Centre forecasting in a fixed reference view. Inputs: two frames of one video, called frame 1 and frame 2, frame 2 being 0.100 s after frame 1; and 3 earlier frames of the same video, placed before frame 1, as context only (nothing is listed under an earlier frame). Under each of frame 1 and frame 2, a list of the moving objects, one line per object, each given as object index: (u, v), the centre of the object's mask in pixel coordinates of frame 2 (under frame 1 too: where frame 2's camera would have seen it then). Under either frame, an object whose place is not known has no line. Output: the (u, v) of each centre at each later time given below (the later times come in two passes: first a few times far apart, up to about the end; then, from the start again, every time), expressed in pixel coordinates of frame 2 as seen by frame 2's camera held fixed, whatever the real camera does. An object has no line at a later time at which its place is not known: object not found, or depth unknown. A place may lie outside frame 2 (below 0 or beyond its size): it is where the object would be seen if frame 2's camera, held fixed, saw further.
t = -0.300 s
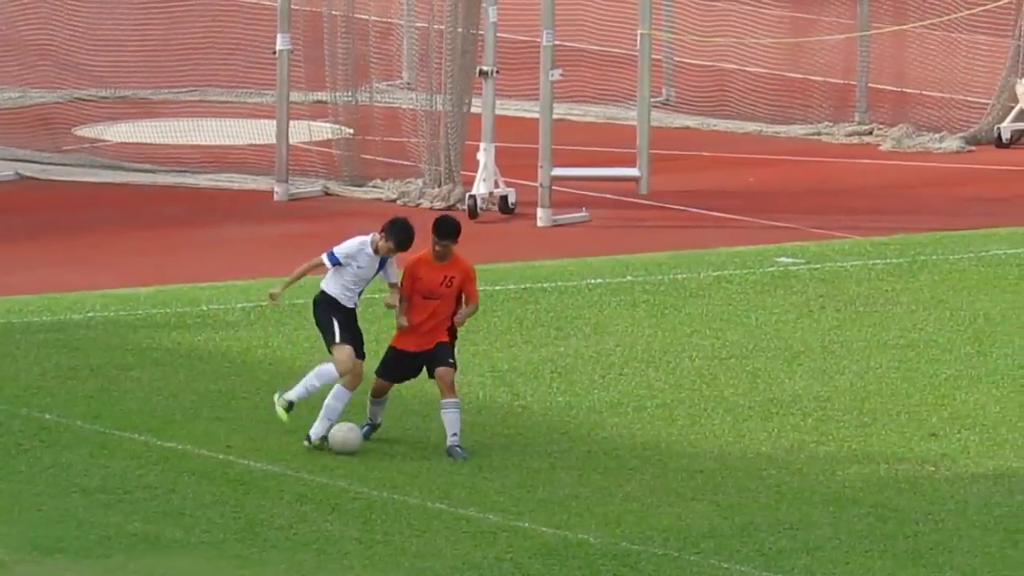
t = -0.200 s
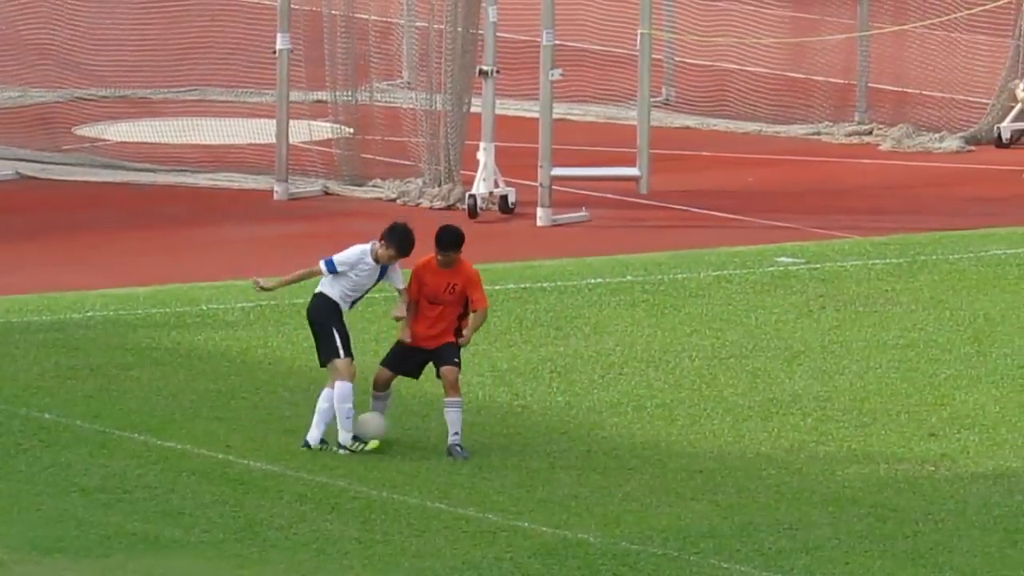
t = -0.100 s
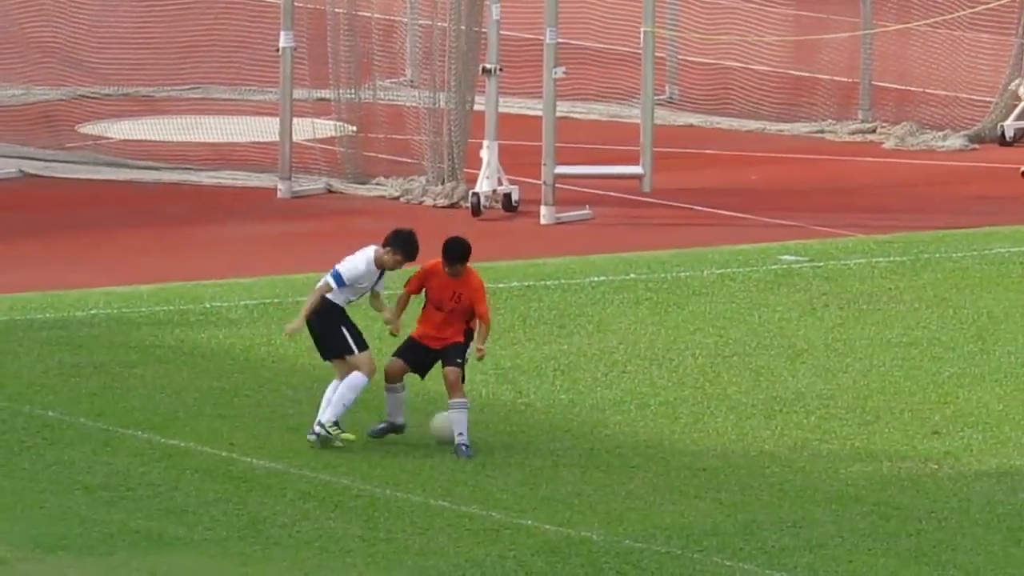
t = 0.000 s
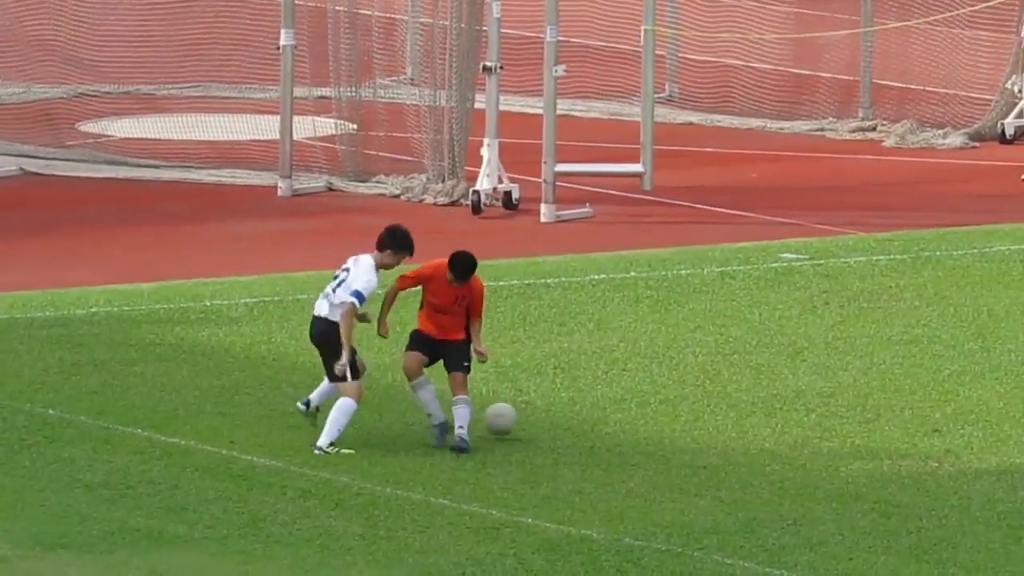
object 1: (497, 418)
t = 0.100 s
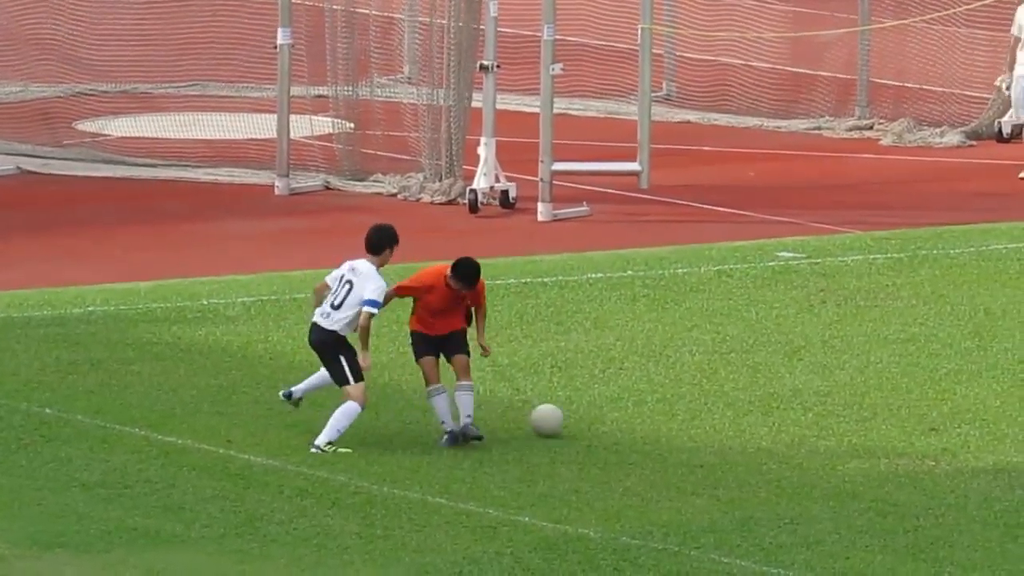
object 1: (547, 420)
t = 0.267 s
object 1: (606, 420)
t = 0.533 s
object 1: (678, 419)
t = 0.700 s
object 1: (718, 419)
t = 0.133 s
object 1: (561, 421)
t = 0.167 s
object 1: (573, 420)
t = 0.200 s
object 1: (584, 418)
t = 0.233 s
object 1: (595, 418)
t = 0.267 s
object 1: (606, 420)
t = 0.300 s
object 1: (617, 420)
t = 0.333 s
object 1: (626, 420)
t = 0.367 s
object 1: (635, 420)
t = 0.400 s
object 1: (644, 420)
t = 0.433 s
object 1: (653, 420)
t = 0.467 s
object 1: (661, 419)
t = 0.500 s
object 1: (669, 419)
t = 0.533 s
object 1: (678, 419)
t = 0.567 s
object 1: (686, 419)
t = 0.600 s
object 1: (694, 419)
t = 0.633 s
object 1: (703, 419)
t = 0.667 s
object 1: (710, 419)
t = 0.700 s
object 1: (718, 419)
